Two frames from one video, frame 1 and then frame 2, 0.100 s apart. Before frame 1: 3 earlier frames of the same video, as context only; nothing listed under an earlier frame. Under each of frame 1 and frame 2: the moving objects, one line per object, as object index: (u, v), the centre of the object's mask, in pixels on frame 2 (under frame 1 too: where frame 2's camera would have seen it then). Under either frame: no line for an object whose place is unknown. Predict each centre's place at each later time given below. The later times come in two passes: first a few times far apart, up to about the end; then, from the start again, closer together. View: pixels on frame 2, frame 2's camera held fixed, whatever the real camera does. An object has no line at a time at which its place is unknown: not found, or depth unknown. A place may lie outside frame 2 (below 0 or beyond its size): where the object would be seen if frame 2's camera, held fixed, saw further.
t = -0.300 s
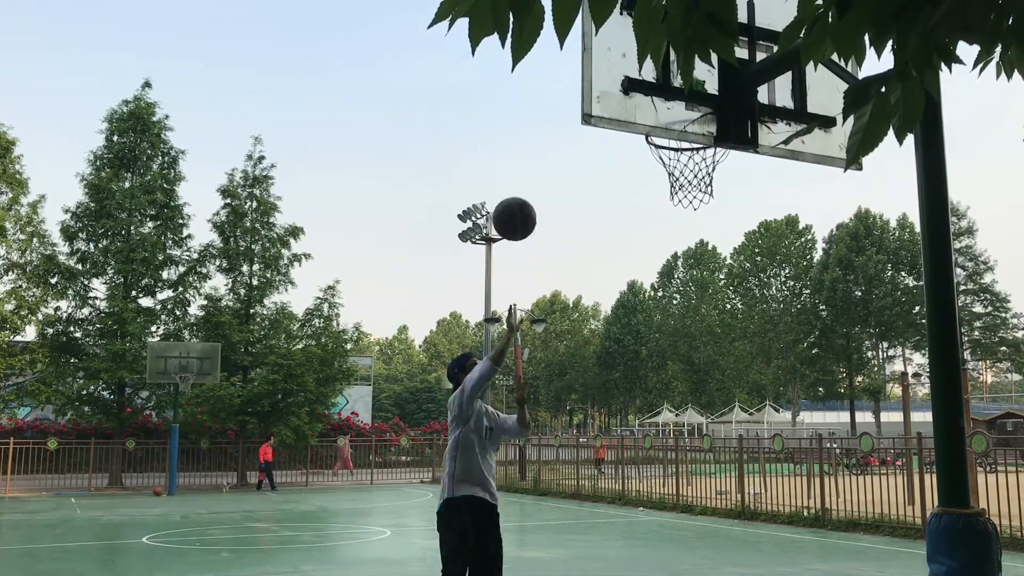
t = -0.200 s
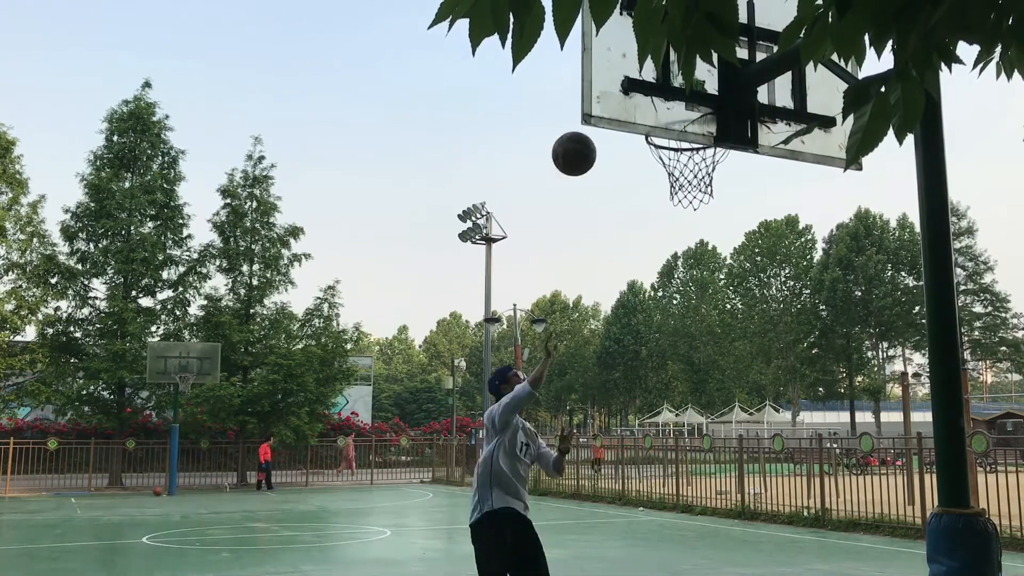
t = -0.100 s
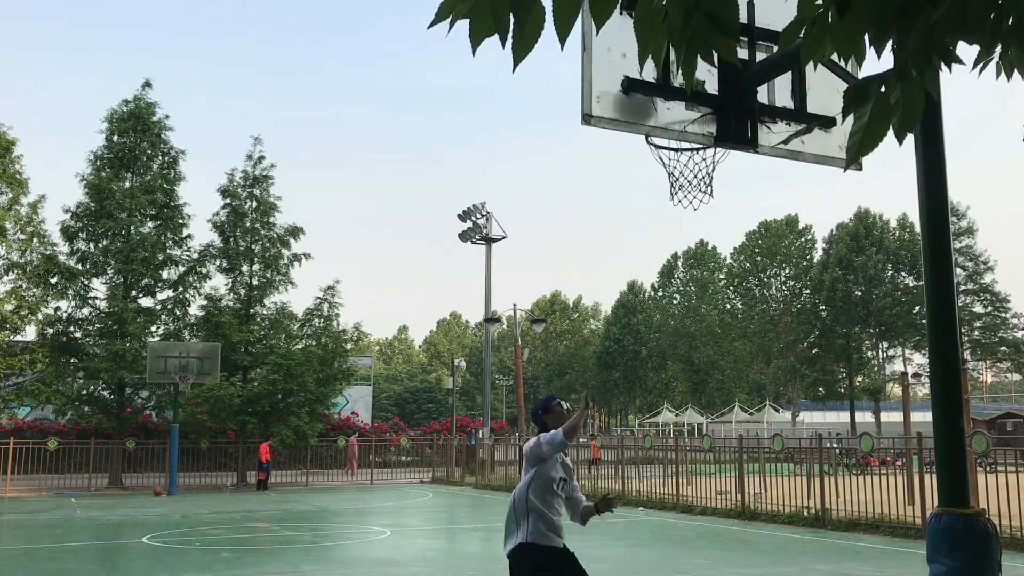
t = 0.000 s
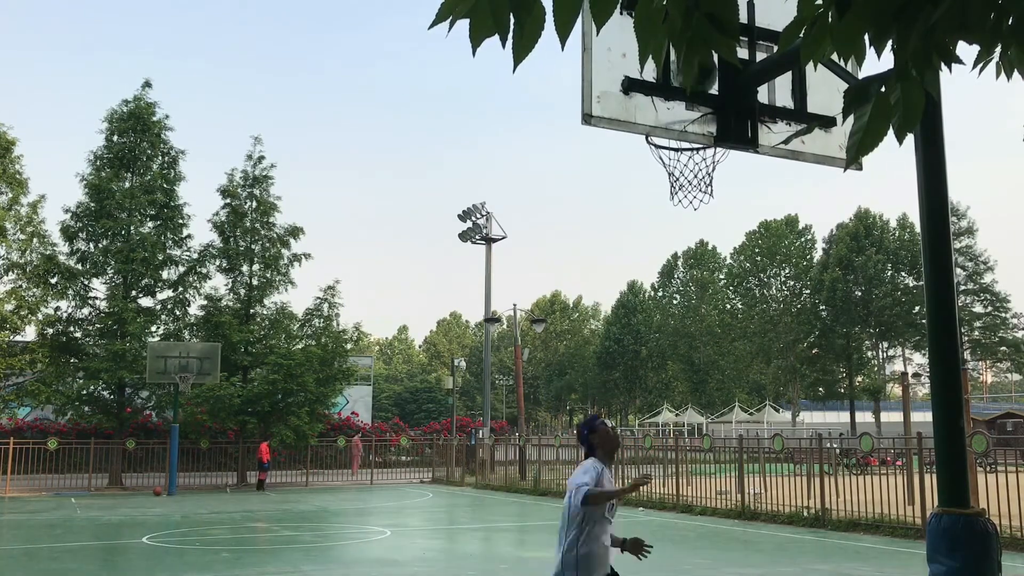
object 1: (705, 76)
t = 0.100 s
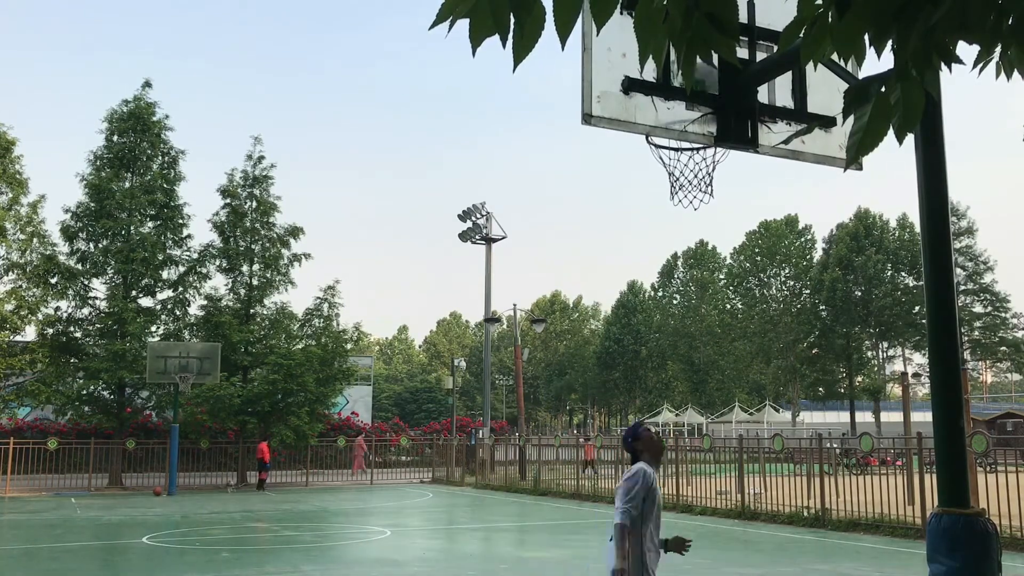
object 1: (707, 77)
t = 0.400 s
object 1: (720, 159)
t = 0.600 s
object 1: (733, 238)
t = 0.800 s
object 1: (749, 376)
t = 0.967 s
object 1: (763, 530)
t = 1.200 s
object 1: (768, 532)
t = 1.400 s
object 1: (766, 419)
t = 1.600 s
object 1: (767, 374)
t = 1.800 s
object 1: (768, 375)
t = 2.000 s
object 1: (772, 424)
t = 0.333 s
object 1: (715, 152)
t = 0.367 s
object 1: (717, 155)
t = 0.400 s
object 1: (720, 159)
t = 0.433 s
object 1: (722, 165)
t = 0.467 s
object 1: (725, 177)
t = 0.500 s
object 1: (727, 190)
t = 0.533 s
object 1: (729, 204)
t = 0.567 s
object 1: (731, 221)
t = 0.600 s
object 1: (733, 238)
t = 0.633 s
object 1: (735, 258)
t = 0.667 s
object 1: (738, 279)
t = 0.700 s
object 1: (741, 300)
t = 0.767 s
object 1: (746, 349)
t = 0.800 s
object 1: (749, 376)
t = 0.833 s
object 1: (752, 404)
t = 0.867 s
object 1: (754, 434)
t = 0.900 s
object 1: (757, 464)
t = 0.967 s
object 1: (763, 530)
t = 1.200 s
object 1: (768, 532)
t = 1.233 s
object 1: (768, 509)
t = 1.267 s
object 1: (767, 488)
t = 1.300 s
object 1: (767, 468)
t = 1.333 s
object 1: (767, 451)
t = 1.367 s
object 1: (766, 434)
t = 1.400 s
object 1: (766, 419)
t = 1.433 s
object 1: (766, 407)
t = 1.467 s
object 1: (766, 396)
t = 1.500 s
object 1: (767, 387)
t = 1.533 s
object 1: (766, 380)
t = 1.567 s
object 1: (767, 376)
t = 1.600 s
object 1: (767, 374)
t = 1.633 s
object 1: (767, 372)
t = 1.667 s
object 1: (768, 371)
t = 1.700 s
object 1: (768, 371)
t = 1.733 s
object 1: (768, 370)
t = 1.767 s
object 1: (768, 371)
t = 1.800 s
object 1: (768, 375)
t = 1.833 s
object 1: (768, 378)
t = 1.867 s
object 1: (769, 383)
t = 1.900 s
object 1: (770, 391)
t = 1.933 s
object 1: (770, 401)
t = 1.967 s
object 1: (771, 412)
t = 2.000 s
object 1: (772, 424)
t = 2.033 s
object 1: (773, 438)
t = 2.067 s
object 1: (774, 452)
